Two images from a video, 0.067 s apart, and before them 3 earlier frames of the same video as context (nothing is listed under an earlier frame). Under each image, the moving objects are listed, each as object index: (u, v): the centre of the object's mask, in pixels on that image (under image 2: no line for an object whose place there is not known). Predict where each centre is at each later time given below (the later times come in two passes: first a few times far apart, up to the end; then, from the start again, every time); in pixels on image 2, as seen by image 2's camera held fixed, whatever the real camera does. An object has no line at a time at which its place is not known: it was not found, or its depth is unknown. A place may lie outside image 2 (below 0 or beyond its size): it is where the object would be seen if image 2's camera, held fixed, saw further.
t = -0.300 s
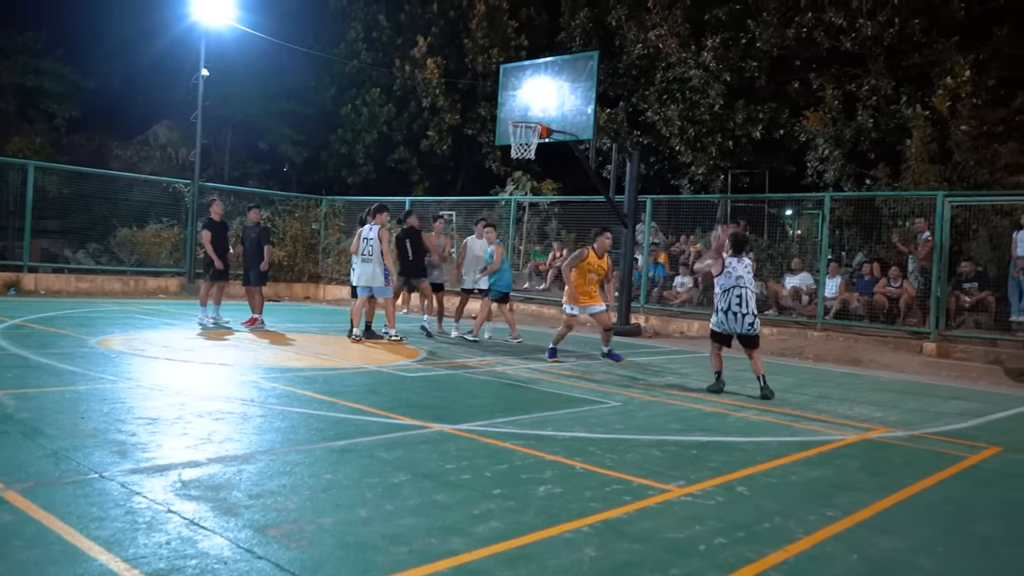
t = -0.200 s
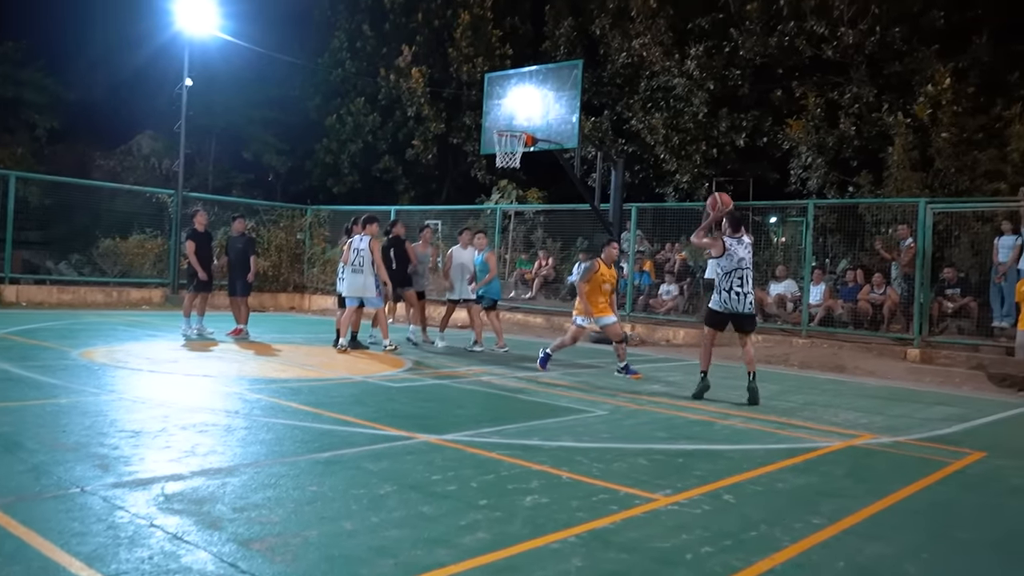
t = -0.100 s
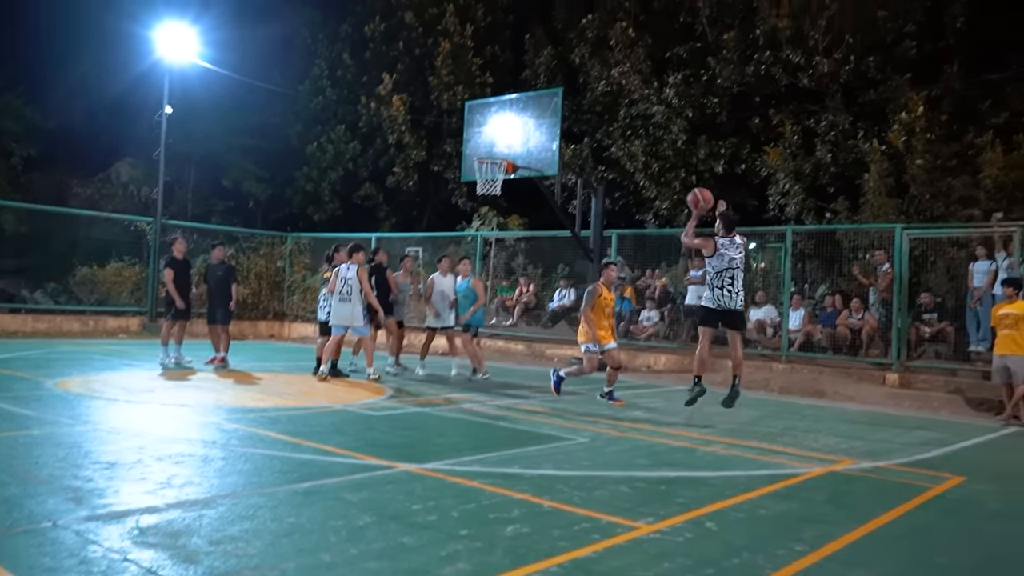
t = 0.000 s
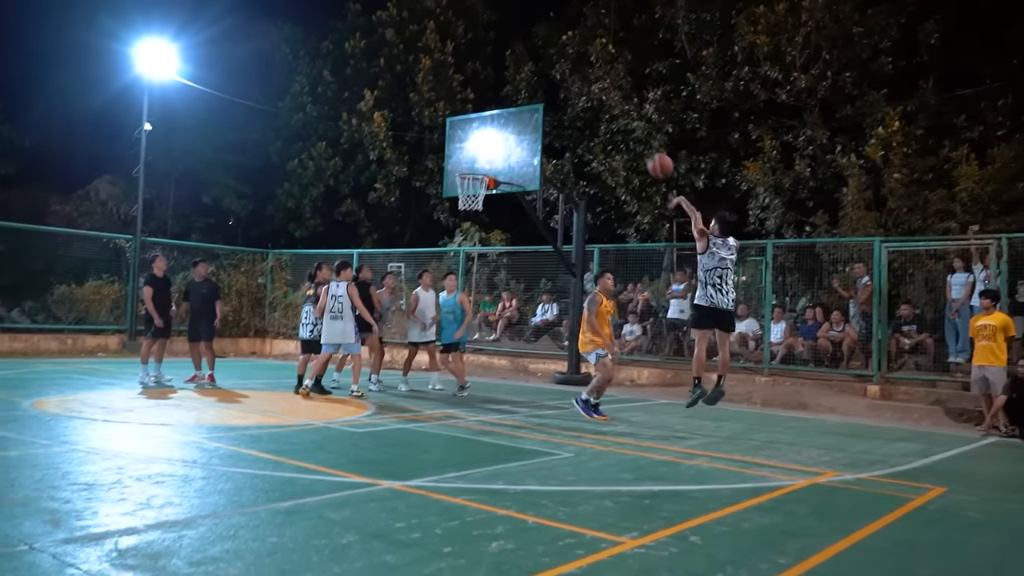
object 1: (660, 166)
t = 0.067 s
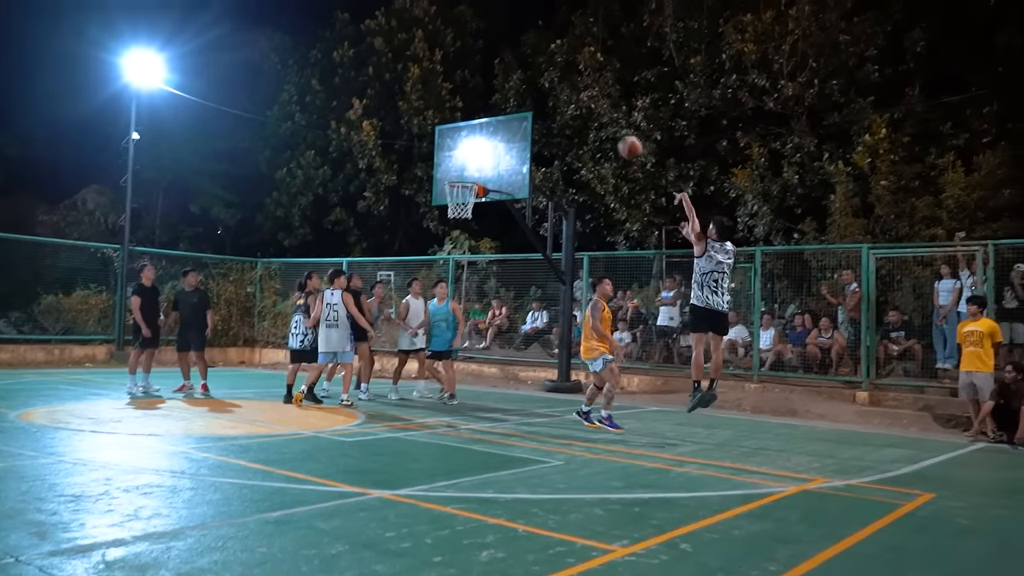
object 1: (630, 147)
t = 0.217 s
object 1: (593, 107)
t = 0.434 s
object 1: (550, 84)
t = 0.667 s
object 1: (506, 107)
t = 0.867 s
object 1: (474, 151)
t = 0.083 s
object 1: (626, 141)
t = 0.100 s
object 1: (621, 137)
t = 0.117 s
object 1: (618, 132)
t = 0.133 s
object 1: (613, 126)
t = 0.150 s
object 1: (609, 122)
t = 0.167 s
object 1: (605, 118)
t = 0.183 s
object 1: (601, 114)
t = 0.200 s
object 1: (596, 110)
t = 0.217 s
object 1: (593, 107)
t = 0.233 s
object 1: (589, 104)
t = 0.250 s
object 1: (586, 101)
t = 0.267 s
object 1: (583, 99)
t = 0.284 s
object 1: (579, 96)
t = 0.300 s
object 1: (575, 95)
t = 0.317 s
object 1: (572, 92)
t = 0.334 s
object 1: (569, 91)
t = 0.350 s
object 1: (566, 89)
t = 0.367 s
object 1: (563, 88)
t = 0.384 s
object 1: (559, 85)
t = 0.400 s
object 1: (556, 84)
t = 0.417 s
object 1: (553, 84)
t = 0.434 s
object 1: (550, 84)
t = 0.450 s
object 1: (547, 85)
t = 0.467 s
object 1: (544, 85)
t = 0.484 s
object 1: (540, 86)
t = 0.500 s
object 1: (537, 88)
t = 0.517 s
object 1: (533, 90)
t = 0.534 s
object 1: (529, 91)
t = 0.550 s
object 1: (526, 93)
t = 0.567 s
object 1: (523, 95)
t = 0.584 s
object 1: (520, 96)
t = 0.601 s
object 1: (517, 98)
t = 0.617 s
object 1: (514, 100)
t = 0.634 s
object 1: (511, 102)
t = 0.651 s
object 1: (509, 105)
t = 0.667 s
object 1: (506, 107)
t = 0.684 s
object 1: (503, 110)
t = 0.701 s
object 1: (500, 113)
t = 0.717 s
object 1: (498, 116)
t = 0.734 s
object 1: (495, 119)
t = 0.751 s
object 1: (492, 122)
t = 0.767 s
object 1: (490, 126)
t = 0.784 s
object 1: (487, 130)
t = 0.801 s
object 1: (485, 133)
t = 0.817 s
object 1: (482, 137)
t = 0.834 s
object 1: (479, 141)
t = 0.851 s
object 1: (477, 146)
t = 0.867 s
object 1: (474, 151)
